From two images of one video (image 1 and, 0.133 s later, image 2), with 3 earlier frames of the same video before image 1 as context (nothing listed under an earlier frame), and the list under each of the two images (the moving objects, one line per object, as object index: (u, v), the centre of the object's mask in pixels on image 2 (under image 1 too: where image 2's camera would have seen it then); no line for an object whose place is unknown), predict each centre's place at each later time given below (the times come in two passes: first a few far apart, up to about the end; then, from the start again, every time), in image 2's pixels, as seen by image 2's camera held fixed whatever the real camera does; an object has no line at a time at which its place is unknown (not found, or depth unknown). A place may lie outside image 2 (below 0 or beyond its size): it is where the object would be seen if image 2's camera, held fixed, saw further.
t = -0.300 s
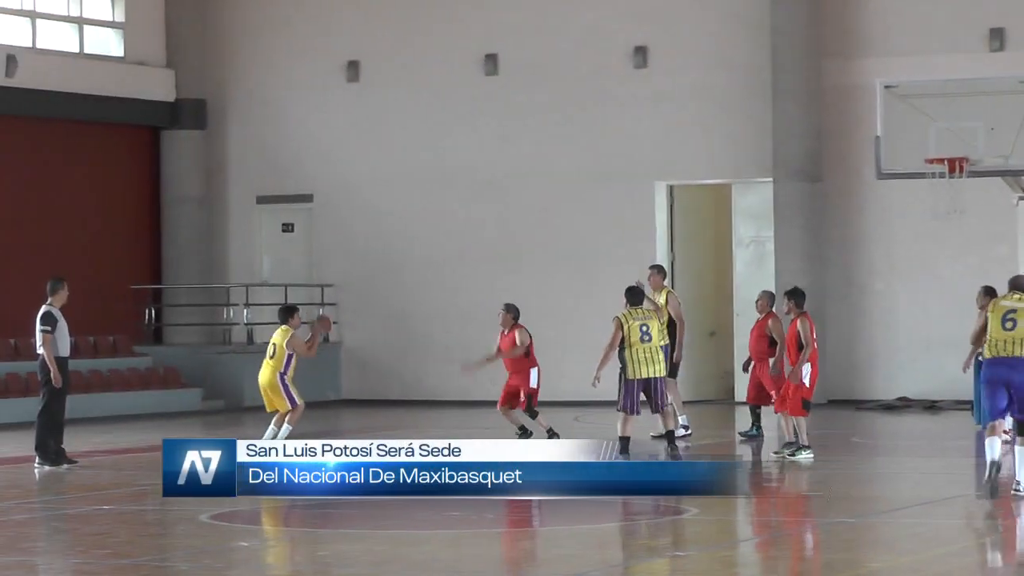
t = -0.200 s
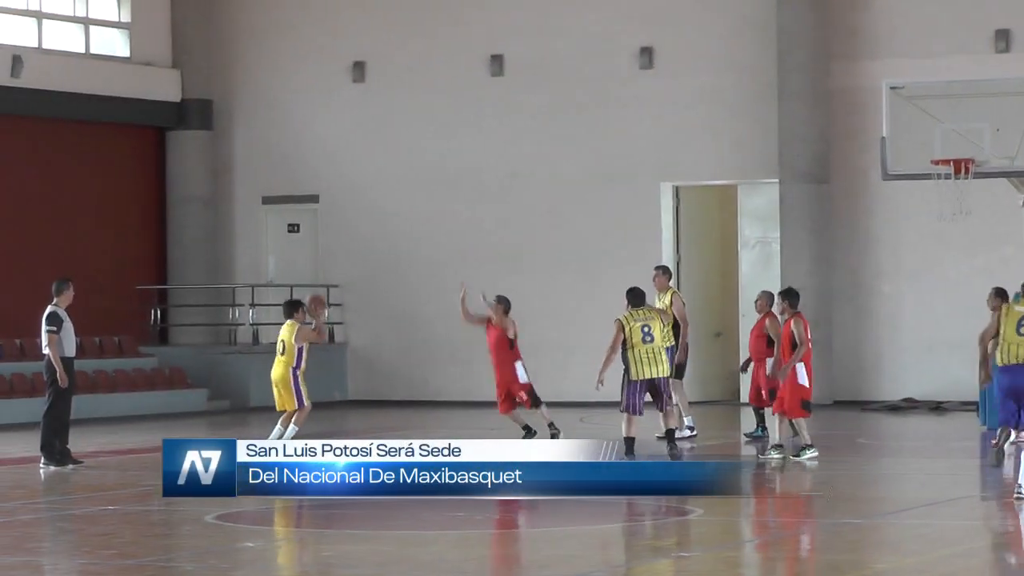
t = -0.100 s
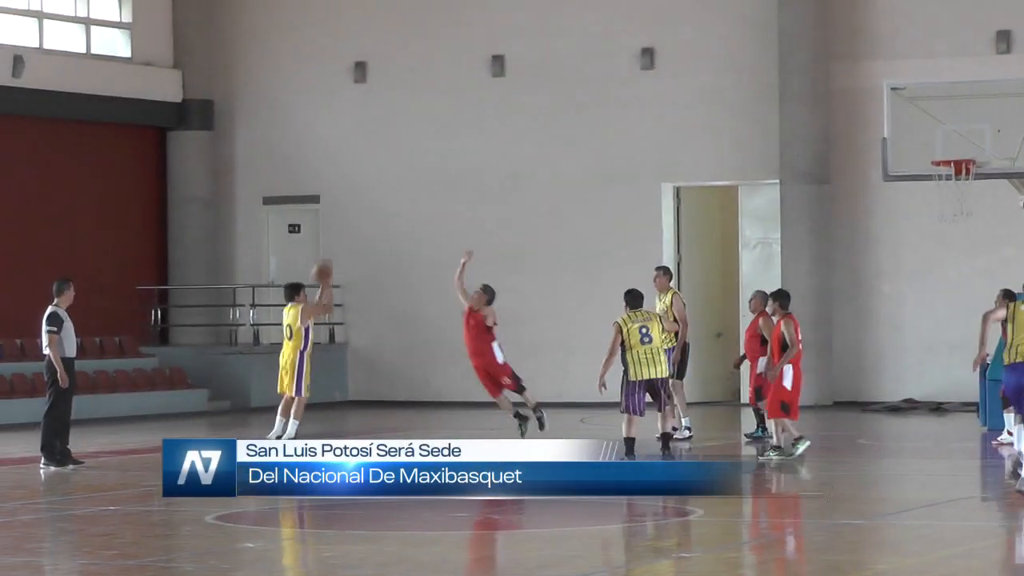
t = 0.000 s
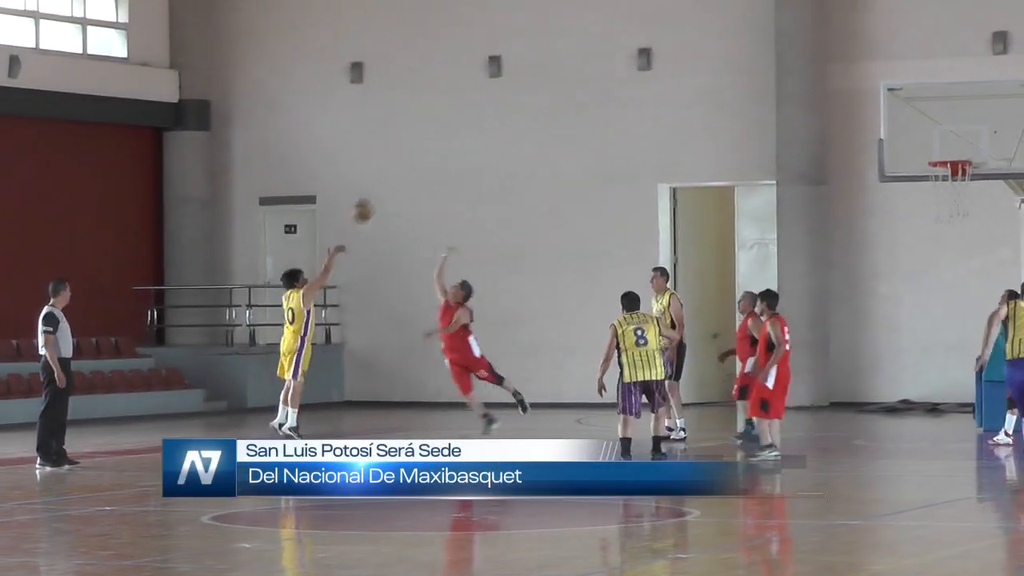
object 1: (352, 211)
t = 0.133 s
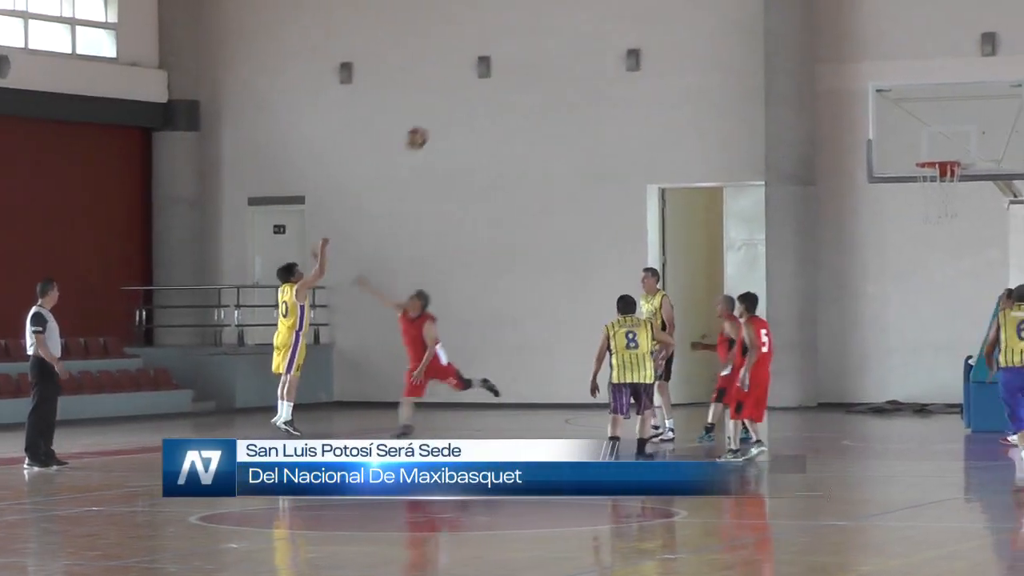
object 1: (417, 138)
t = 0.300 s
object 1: (496, 71)
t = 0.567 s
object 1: (620, 16)
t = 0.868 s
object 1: (758, 30)
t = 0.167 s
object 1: (432, 123)
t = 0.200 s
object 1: (448, 108)
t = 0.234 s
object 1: (464, 95)
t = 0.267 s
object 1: (480, 82)
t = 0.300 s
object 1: (496, 71)
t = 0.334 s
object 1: (512, 61)
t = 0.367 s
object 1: (527, 52)
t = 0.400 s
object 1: (543, 43)
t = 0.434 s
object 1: (558, 36)
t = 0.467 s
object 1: (574, 30)
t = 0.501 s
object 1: (589, 24)
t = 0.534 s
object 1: (604, 20)
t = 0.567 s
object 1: (620, 16)
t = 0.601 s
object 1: (635, 14)
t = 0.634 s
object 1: (651, 12)
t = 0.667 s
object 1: (667, 12)
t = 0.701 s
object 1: (681, 12)
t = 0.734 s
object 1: (697, 14)
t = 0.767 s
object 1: (712, 17)
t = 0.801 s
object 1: (727, 20)
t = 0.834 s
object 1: (742, 25)
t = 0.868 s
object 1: (758, 30)
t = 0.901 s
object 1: (772, 36)
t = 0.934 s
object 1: (788, 44)
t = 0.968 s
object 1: (804, 52)
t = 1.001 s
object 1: (818, 62)
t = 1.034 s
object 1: (834, 72)
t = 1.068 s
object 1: (850, 84)
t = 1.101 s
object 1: (865, 97)
